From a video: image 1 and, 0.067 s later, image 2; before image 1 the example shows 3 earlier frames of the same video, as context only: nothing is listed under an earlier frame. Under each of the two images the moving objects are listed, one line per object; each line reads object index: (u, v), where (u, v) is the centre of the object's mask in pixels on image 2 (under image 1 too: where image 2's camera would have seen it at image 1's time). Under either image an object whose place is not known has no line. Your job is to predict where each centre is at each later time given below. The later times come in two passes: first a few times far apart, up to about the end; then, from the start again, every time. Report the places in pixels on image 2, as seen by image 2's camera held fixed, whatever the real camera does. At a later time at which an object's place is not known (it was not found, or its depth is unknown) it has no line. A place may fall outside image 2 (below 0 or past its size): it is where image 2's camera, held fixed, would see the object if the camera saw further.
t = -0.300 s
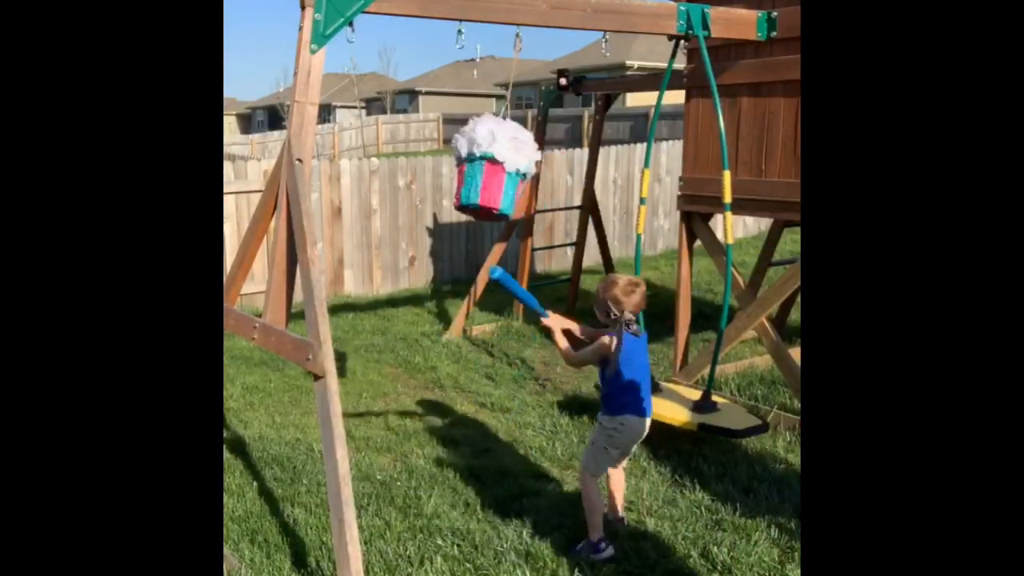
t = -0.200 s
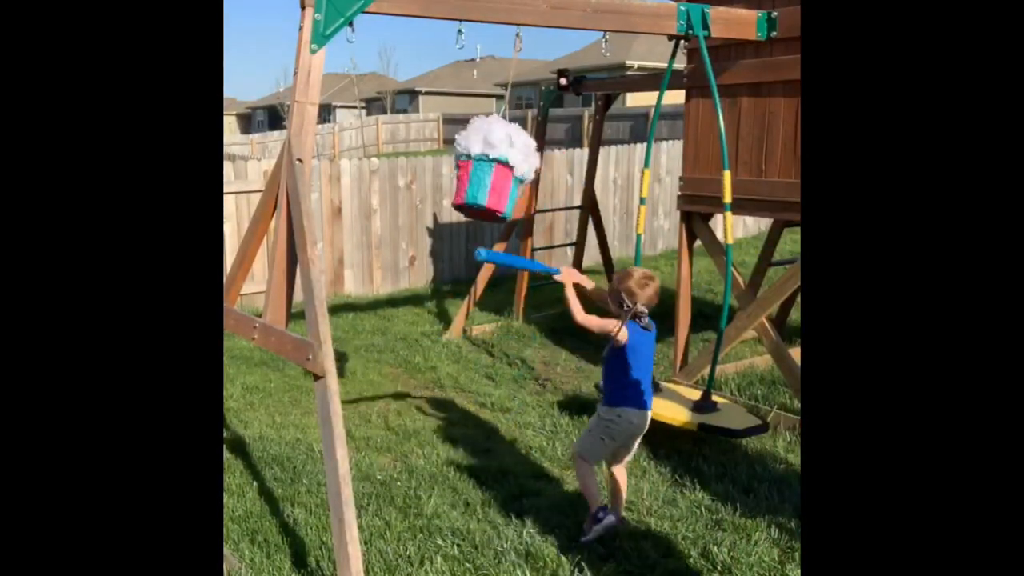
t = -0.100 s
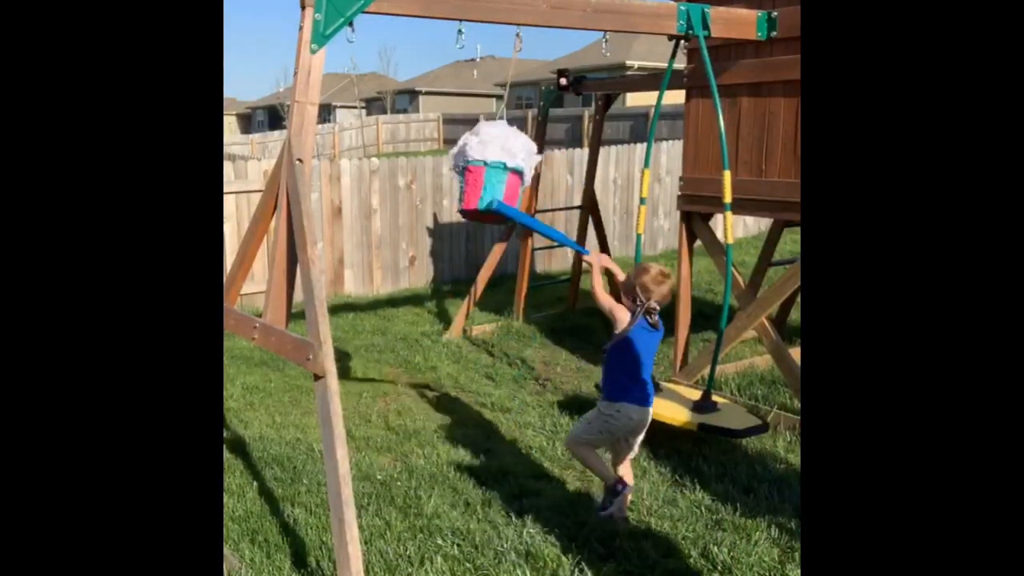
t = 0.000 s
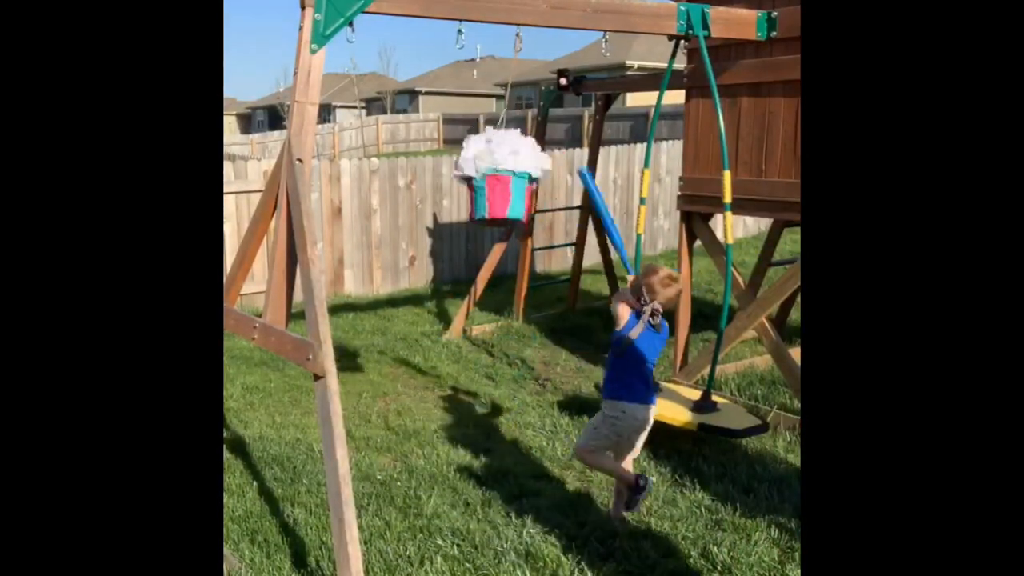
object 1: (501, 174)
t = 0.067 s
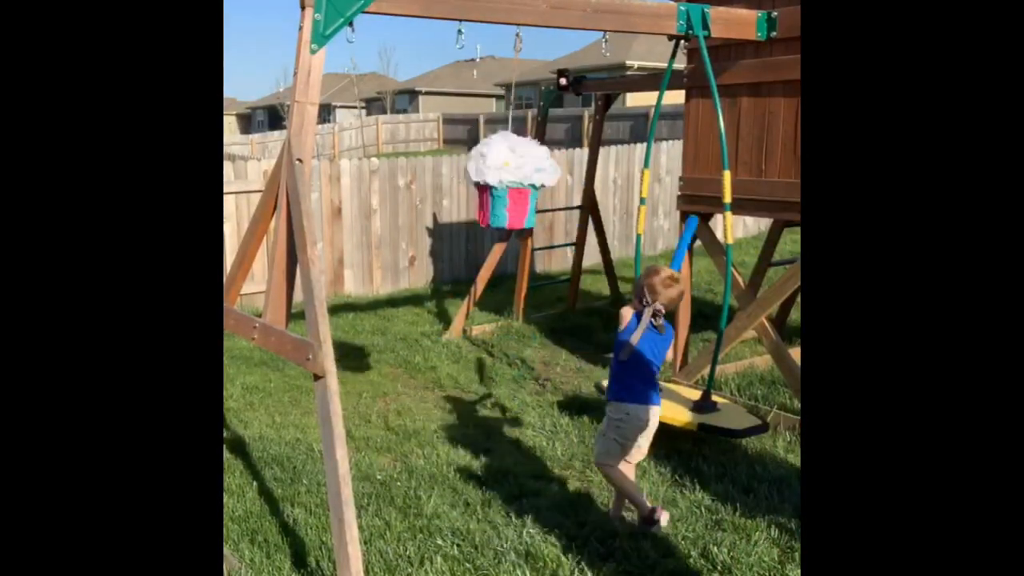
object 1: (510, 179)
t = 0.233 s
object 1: (527, 171)
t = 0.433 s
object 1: (538, 158)
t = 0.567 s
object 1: (537, 159)
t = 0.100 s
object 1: (516, 180)
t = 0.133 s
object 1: (520, 178)
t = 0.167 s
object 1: (523, 176)
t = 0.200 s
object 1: (526, 173)
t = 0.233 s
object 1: (527, 171)
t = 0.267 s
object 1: (528, 169)
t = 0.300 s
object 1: (529, 167)
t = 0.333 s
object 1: (532, 164)
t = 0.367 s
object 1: (533, 161)
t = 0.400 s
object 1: (536, 159)
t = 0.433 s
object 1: (538, 158)
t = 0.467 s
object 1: (539, 157)
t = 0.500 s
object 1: (539, 157)
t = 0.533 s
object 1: (538, 158)
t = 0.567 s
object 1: (537, 159)
